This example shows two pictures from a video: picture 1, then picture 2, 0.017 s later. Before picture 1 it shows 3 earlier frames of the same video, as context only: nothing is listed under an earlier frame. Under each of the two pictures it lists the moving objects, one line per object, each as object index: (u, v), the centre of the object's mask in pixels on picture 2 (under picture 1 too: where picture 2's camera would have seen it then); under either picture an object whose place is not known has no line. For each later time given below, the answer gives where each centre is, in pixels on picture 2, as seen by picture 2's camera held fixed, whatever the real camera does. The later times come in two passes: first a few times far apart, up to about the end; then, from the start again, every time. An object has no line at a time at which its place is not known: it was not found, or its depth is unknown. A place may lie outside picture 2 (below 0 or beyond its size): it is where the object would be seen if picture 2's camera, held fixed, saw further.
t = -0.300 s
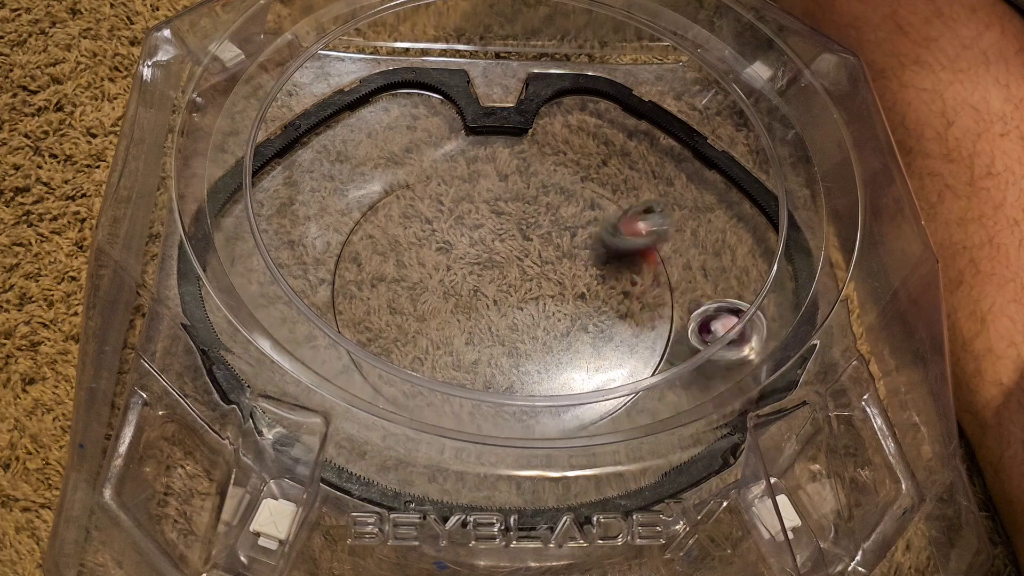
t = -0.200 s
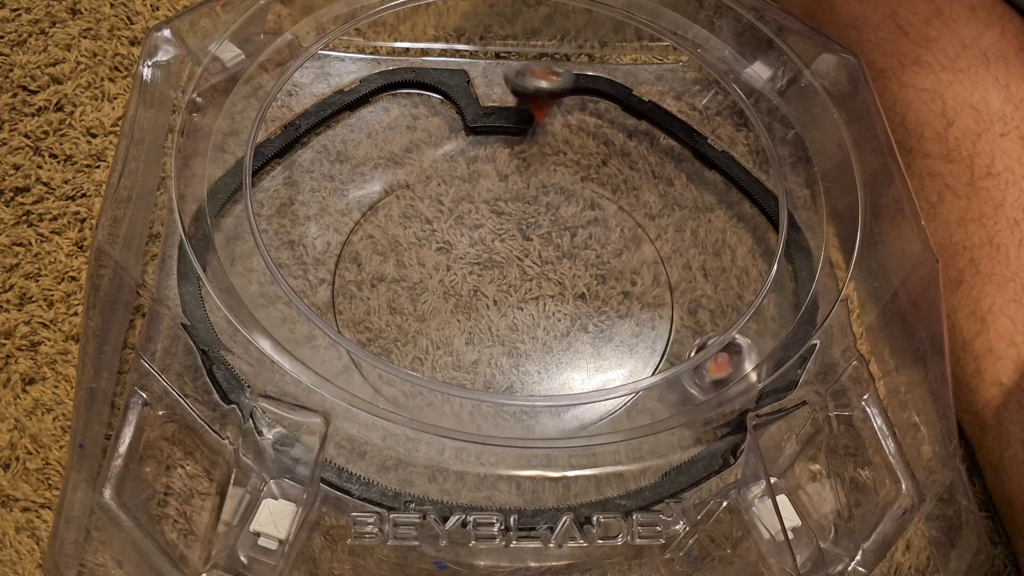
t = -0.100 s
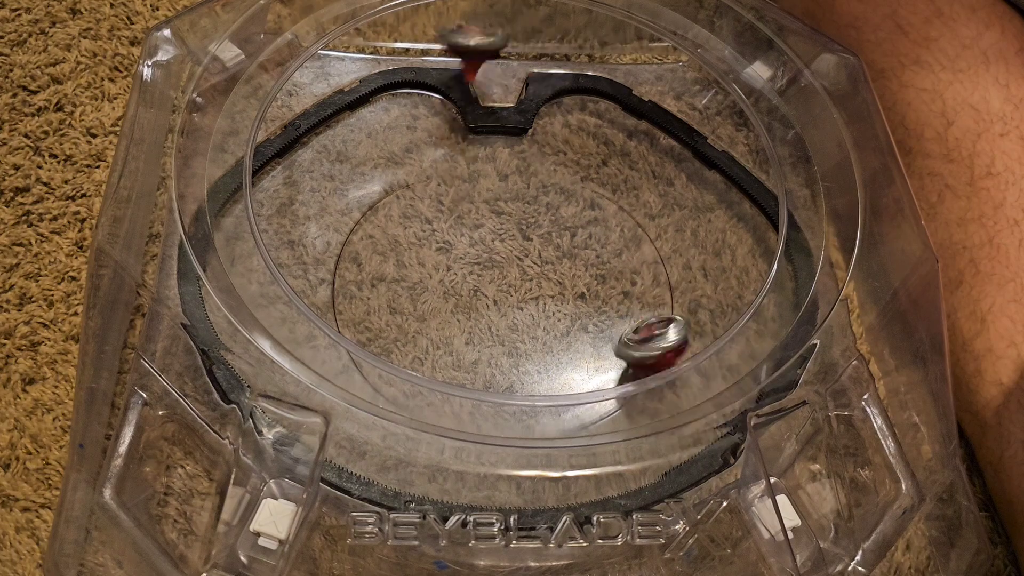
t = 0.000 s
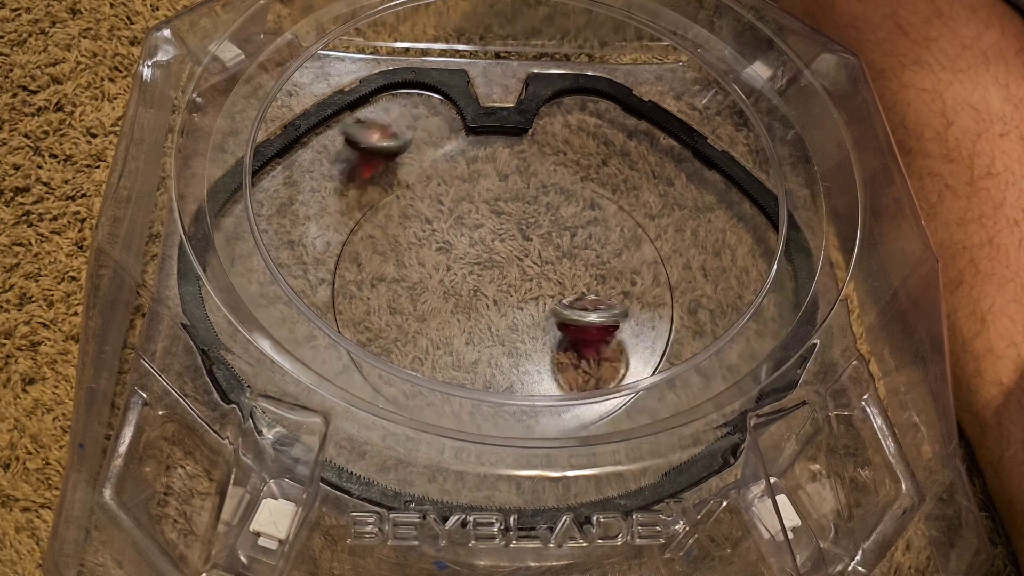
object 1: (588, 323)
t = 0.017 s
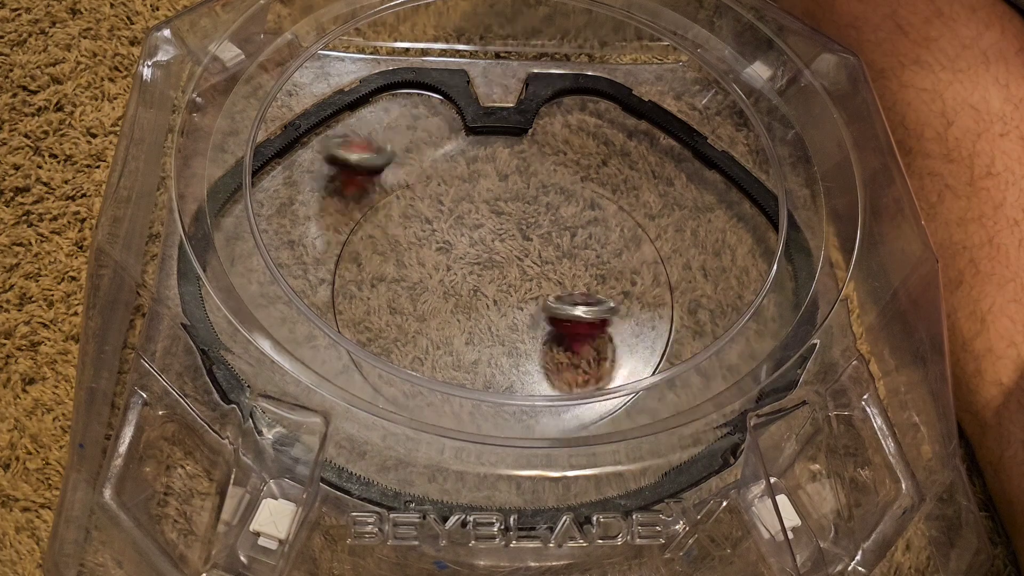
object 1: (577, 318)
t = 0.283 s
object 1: (448, 229)
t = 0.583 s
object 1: (479, 200)
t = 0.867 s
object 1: (561, 270)
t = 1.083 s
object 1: (597, 292)
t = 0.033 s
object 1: (566, 315)
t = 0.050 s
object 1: (554, 310)
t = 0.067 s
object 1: (545, 304)
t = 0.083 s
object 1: (532, 300)
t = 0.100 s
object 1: (525, 294)
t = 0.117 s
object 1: (516, 288)
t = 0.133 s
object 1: (506, 283)
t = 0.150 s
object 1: (496, 278)
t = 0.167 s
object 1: (490, 272)
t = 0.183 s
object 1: (482, 267)
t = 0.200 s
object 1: (473, 261)
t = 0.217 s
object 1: (467, 256)
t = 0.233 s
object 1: (461, 249)
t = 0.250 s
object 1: (454, 244)
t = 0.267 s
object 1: (452, 236)
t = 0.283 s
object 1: (448, 229)
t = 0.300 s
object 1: (445, 225)
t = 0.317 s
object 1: (442, 220)
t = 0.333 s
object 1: (441, 217)
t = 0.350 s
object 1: (442, 210)
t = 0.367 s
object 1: (442, 205)
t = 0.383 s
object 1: (443, 201)
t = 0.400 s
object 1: (443, 199)
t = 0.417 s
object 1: (445, 196)
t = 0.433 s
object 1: (448, 194)
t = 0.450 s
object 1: (450, 192)
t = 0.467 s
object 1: (453, 191)
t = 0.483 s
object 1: (457, 190)
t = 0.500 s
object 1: (461, 190)
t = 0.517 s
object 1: (464, 190)
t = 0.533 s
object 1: (467, 193)
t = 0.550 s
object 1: (471, 195)
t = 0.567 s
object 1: (475, 195)
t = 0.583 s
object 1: (479, 200)
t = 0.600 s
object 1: (484, 202)
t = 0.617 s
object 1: (487, 204)
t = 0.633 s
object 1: (492, 207)
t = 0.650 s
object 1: (497, 212)
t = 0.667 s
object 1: (501, 215)
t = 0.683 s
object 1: (506, 219)
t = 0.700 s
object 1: (510, 224)
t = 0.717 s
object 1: (514, 228)
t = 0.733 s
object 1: (519, 234)
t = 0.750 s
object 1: (524, 240)
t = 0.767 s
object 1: (529, 244)
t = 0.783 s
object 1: (534, 248)
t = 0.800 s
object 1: (539, 254)
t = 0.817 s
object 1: (544, 258)
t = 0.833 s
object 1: (548, 263)
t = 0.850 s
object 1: (555, 268)
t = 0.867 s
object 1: (561, 270)
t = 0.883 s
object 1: (569, 272)
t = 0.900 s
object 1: (575, 274)
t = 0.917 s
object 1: (584, 274)
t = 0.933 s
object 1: (589, 273)
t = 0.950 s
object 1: (593, 272)
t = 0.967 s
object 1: (598, 273)
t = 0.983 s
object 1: (601, 276)
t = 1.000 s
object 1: (602, 278)
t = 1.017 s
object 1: (603, 279)
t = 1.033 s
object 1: (603, 281)
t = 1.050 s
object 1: (601, 286)
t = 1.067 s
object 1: (600, 289)
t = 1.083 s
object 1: (597, 292)
